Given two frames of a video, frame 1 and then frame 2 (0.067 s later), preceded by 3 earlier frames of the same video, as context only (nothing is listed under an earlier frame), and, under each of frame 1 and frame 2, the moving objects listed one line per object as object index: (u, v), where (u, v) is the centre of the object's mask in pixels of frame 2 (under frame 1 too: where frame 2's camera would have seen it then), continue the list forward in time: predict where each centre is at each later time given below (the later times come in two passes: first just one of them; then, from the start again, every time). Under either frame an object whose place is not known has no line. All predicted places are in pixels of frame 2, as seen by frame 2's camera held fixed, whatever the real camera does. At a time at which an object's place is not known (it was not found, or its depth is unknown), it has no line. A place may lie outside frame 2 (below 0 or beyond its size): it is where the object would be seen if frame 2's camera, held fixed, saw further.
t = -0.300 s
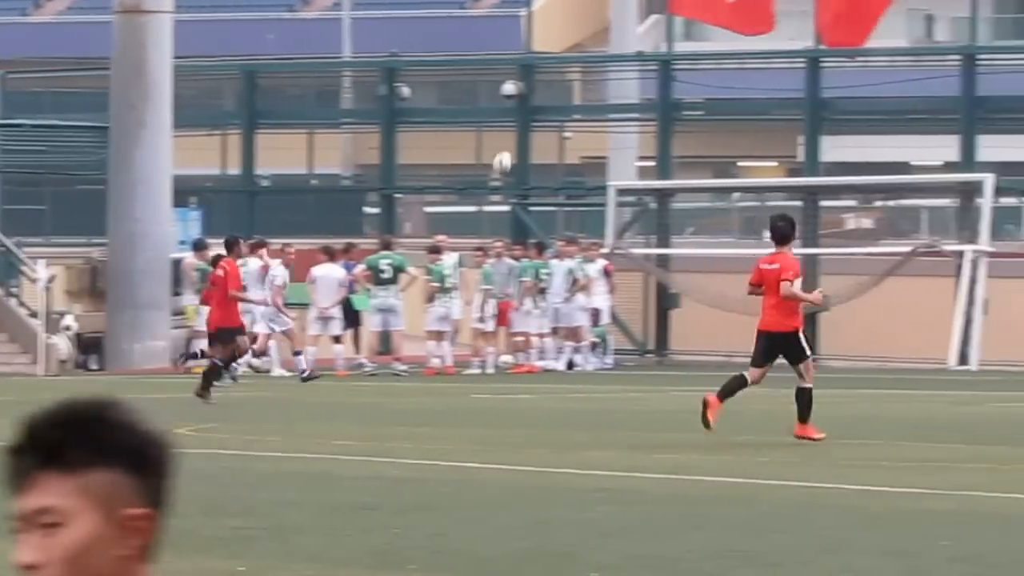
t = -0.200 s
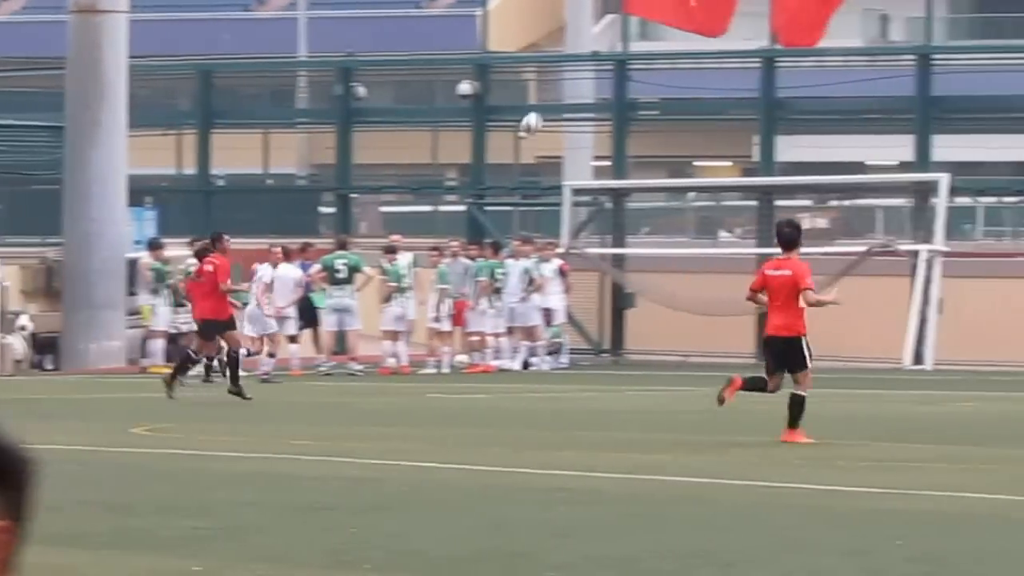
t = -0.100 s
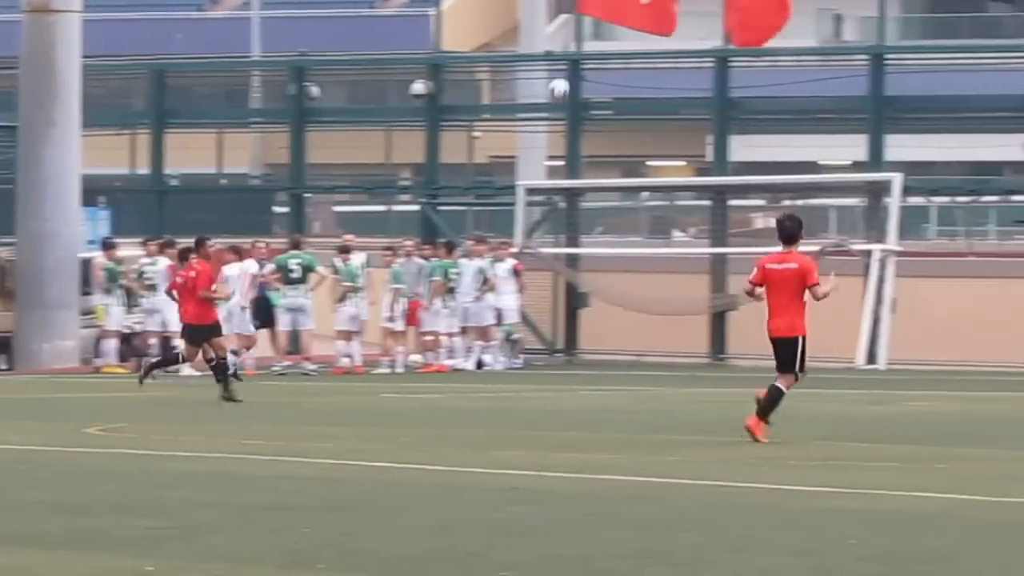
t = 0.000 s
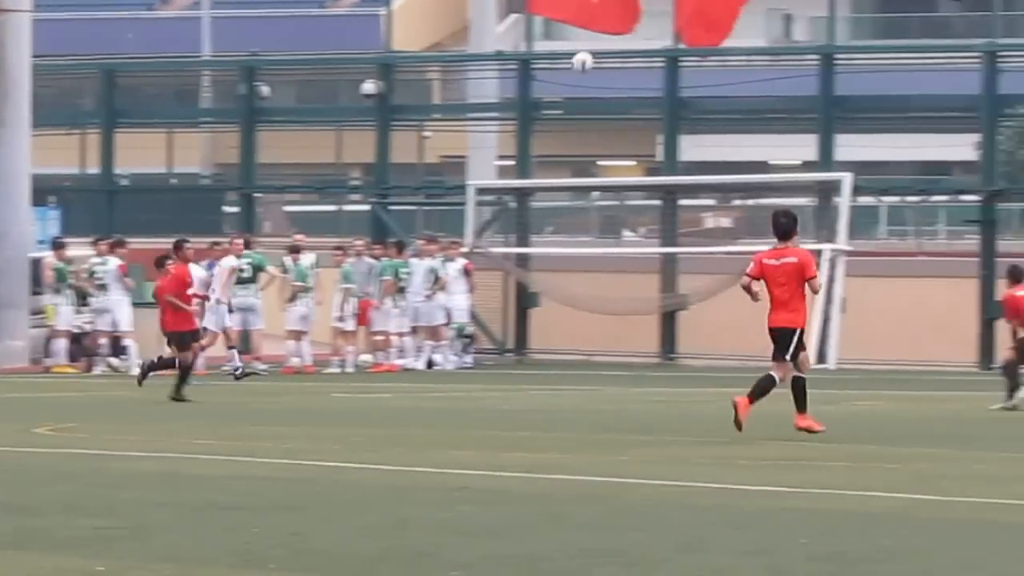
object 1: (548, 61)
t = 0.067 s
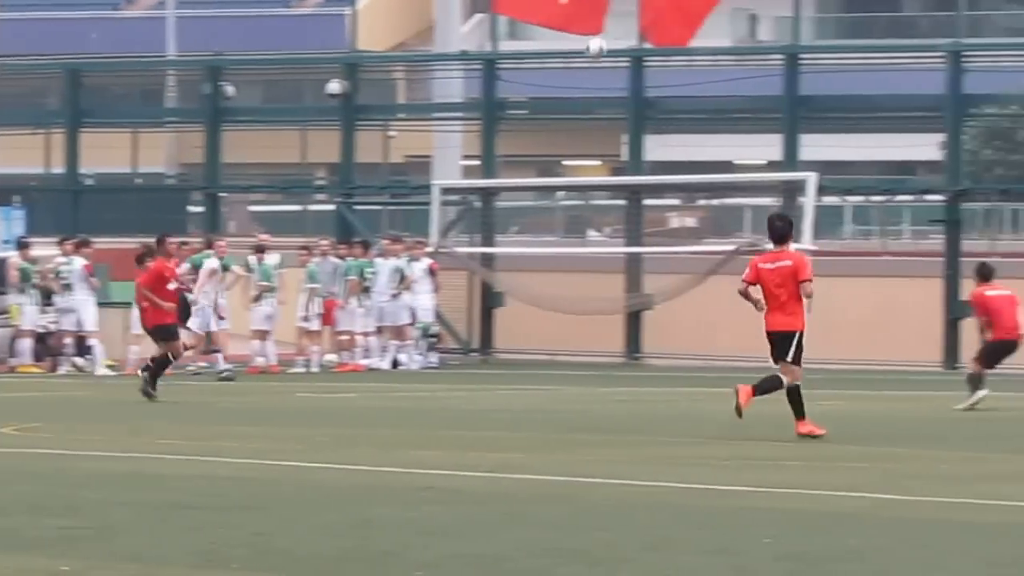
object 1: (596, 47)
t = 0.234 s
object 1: (720, 26)
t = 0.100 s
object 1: (620, 41)
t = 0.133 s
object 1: (645, 37)
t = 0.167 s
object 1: (670, 32)
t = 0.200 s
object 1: (694, 28)
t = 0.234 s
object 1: (720, 26)
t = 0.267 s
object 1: (746, 23)
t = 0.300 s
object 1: (771, 23)
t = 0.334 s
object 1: (796, 22)
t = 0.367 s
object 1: (822, 22)
